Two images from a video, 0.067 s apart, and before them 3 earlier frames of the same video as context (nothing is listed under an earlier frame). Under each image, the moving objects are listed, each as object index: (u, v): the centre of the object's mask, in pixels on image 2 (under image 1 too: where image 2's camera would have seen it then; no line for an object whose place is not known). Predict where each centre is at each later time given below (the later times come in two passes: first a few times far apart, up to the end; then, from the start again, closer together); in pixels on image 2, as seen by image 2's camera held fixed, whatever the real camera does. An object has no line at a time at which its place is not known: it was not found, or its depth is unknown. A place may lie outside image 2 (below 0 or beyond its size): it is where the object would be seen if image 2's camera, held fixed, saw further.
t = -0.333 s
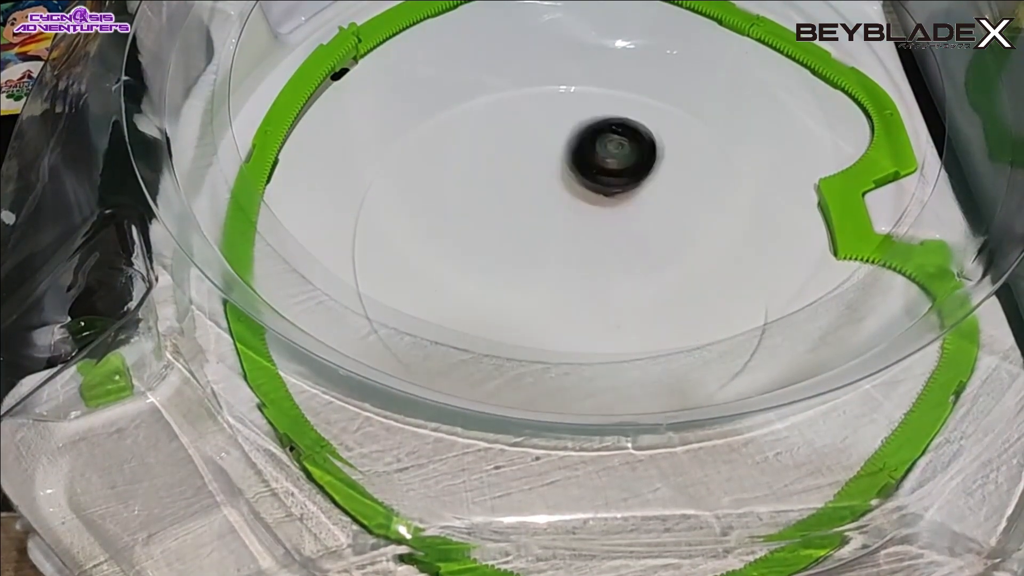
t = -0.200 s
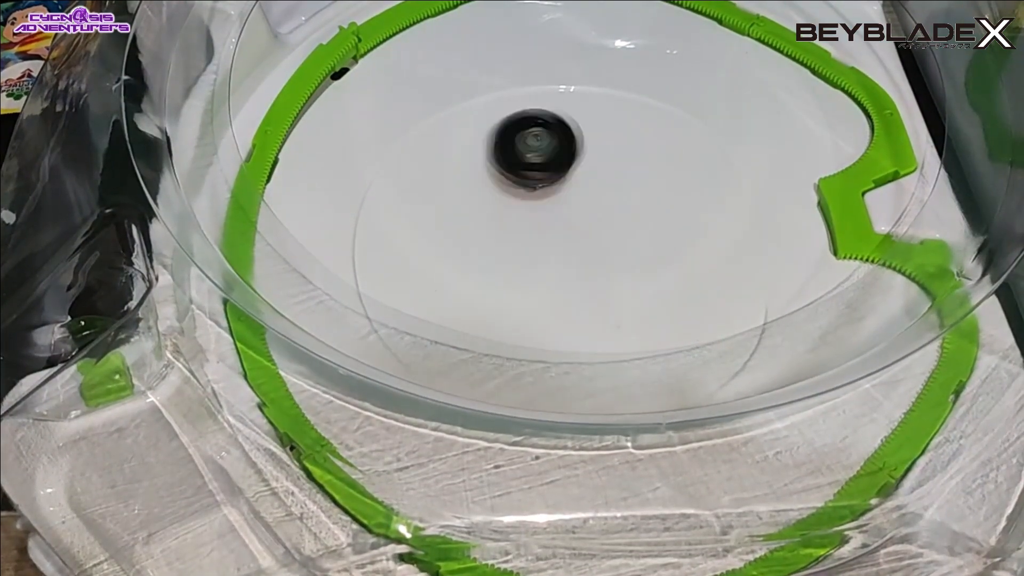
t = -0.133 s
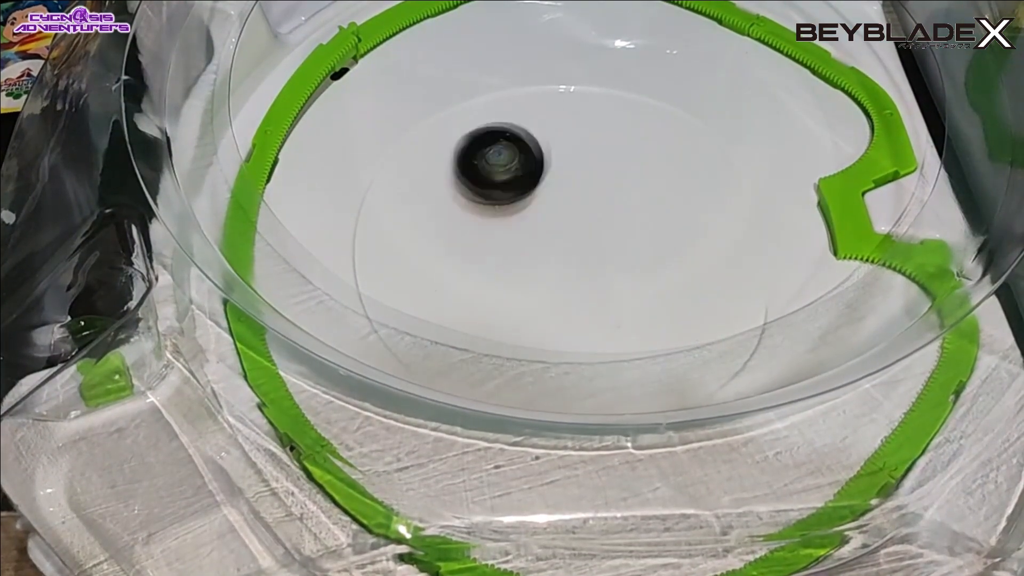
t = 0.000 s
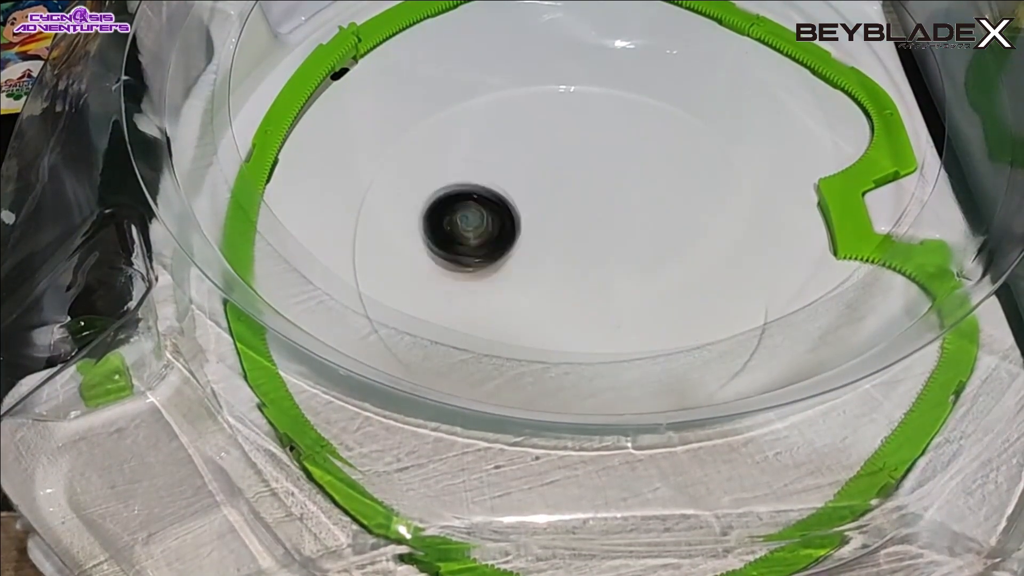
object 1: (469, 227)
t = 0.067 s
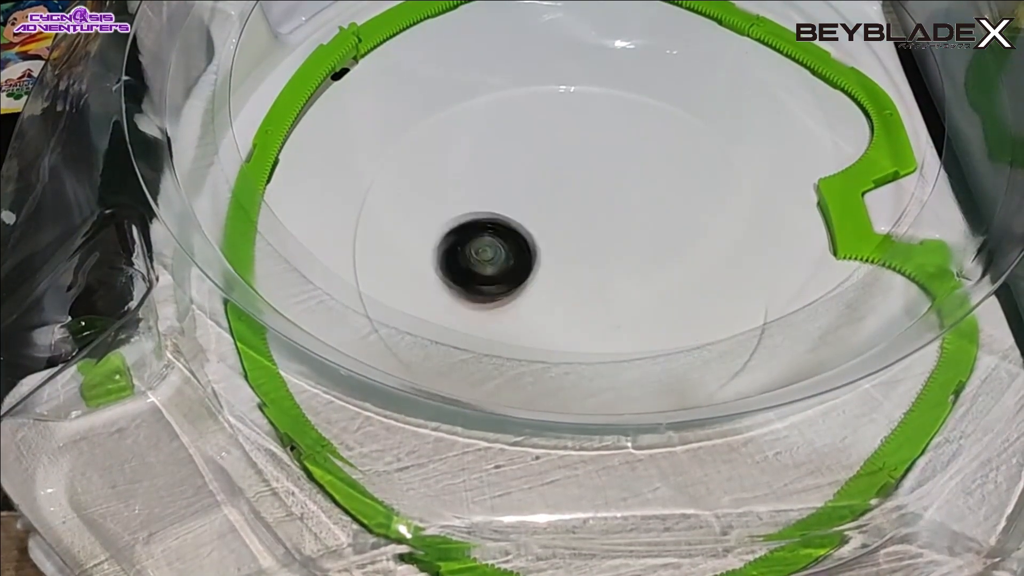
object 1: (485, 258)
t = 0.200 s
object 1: (549, 289)
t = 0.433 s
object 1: (646, 253)
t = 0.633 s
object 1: (637, 183)
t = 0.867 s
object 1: (534, 156)
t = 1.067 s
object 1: (477, 215)
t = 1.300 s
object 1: (537, 275)
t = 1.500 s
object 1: (608, 268)
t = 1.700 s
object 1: (637, 221)
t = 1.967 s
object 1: (584, 166)
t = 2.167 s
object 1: (517, 175)
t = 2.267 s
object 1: (497, 197)
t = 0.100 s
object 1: (499, 269)
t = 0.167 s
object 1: (532, 285)
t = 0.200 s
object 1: (549, 289)
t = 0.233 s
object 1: (566, 290)
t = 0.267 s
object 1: (583, 289)
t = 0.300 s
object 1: (598, 286)
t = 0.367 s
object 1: (626, 272)
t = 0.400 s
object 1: (639, 263)
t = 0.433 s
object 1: (646, 253)
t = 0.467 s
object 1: (652, 242)
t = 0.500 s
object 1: (655, 230)
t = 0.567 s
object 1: (652, 205)
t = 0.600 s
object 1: (646, 194)
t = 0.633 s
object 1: (637, 183)
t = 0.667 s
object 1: (625, 173)
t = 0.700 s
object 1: (612, 165)
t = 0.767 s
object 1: (581, 155)
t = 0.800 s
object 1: (566, 153)
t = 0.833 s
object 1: (549, 154)
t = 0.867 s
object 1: (534, 156)
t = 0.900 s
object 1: (520, 161)
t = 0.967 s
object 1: (493, 179)
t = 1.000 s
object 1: (485, 189)
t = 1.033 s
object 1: (479, 202)
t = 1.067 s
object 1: (477, 215)
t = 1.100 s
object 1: (480, 228)
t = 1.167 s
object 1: (493, 250)
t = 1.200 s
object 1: (502, 259)
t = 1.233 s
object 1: (513, 265)
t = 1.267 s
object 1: (524, 271)
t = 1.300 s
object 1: (537, 275)
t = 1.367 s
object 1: (562, 279)
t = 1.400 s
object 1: (575, 279)
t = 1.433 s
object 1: (587, 276)
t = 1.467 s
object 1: (597, 272)
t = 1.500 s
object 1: (608, 268)
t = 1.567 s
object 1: (624, 255)
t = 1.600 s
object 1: (630, 247)
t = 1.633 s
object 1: (633, 238)
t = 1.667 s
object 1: (636, 230)
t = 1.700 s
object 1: (637, 221)
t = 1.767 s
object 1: (632, 203)
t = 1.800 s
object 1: (628, 195)
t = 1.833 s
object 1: (622, 187)
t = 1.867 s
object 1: (614, 180)
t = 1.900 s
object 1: (604, 174)
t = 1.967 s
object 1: (584, 166)
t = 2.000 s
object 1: (572, 164)
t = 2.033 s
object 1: (560, 163)
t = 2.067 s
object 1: (548, 164)
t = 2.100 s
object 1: (538, 166)
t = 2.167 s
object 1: (517, 175)
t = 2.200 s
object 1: (509, 181)
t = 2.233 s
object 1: (502, 188)
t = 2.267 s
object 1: (497, 197)
